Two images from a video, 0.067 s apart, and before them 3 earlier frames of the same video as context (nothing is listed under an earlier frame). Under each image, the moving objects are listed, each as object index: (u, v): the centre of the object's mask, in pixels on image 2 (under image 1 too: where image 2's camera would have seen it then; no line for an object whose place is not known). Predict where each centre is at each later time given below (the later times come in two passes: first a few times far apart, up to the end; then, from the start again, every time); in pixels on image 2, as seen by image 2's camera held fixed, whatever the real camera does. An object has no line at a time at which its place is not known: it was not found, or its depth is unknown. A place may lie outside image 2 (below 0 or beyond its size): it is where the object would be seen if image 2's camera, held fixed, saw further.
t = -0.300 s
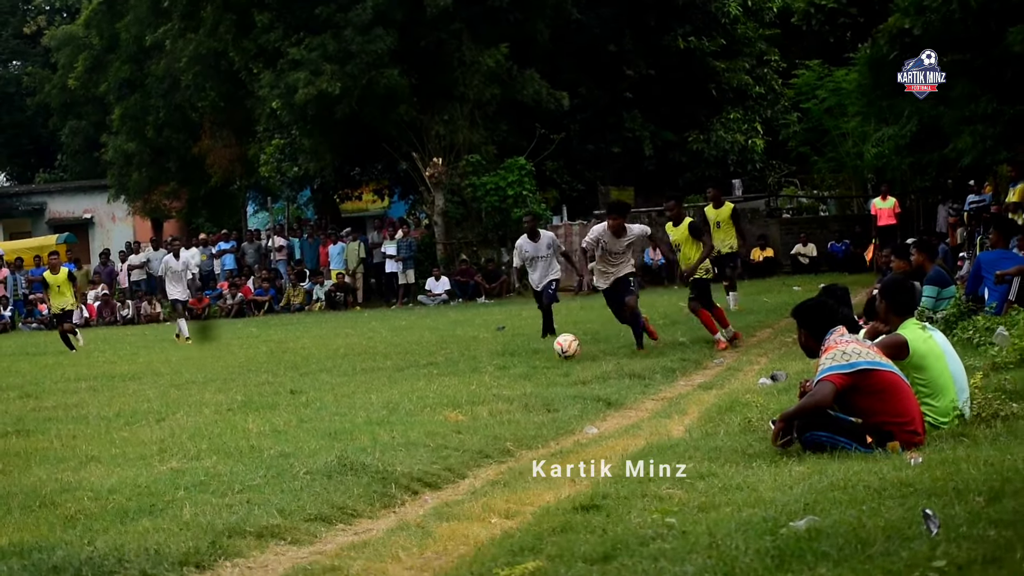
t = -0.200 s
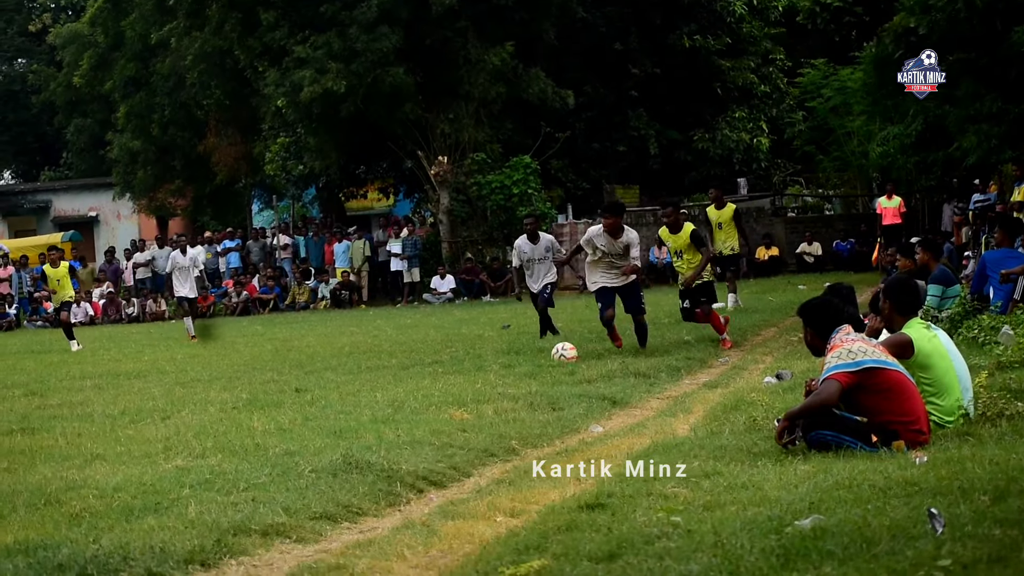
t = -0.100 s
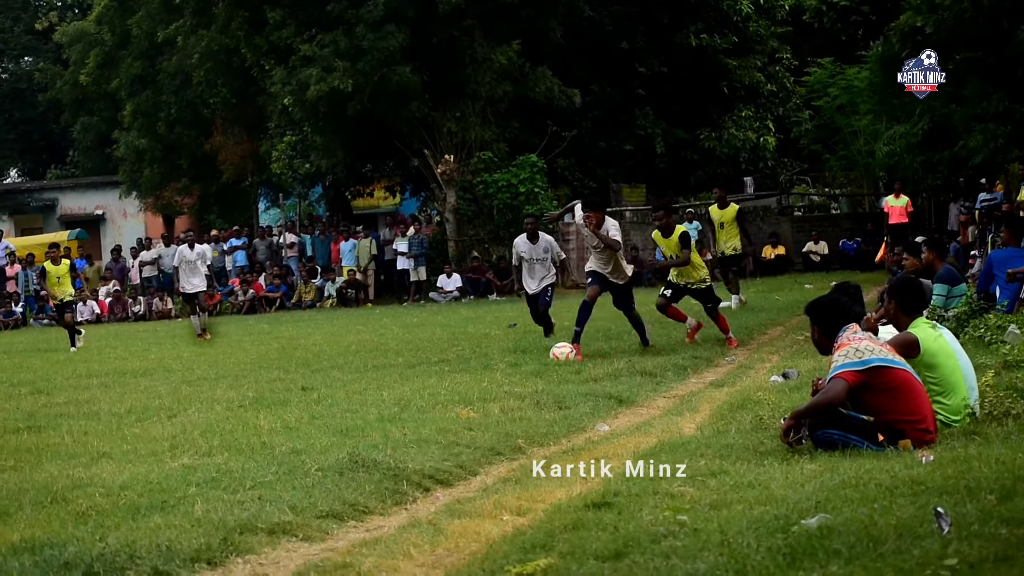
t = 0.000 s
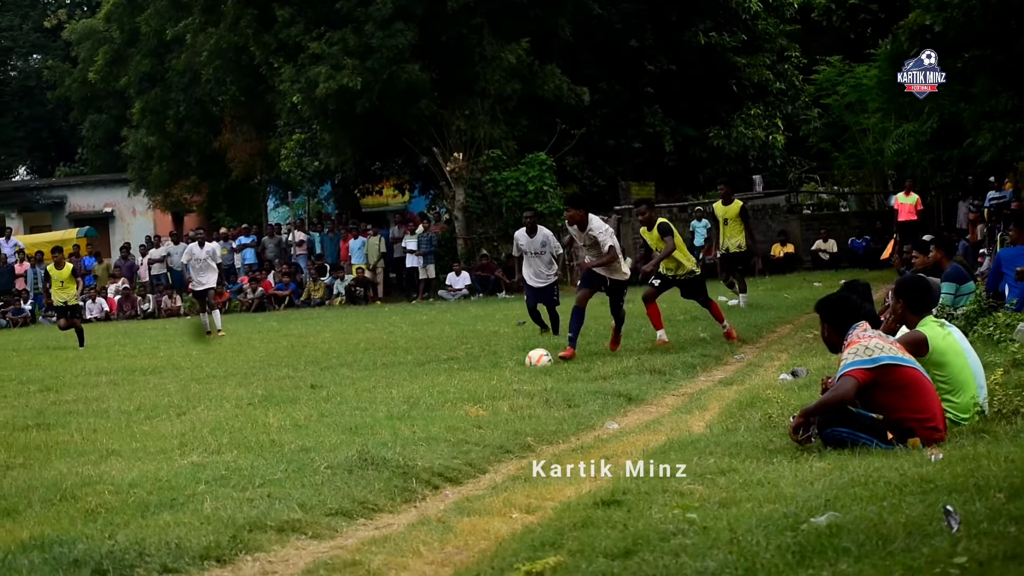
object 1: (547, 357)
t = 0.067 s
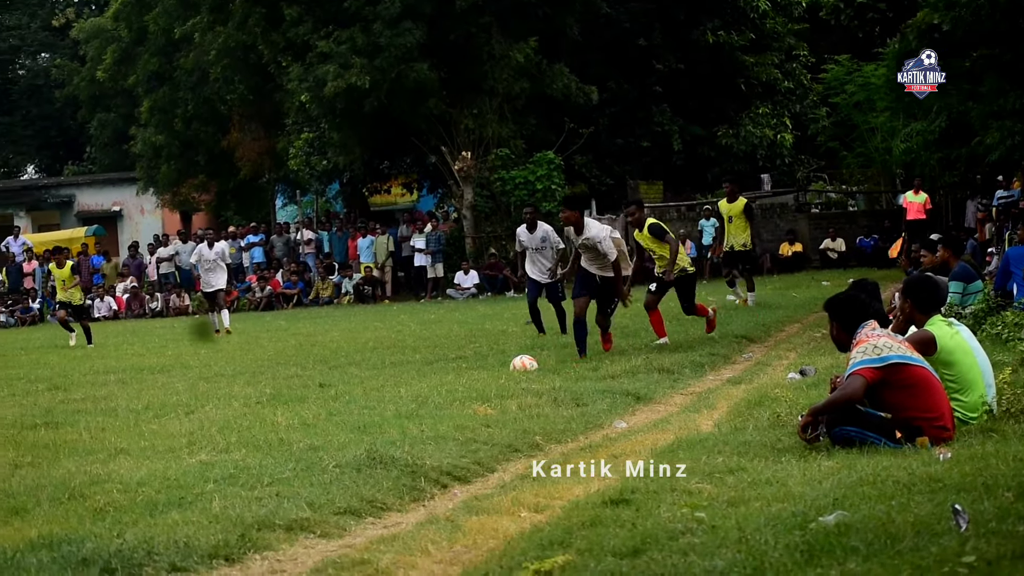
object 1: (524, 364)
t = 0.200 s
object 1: (488, 366)
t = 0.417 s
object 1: (440, 375)
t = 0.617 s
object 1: (404, 380)
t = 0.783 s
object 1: (379, 386)
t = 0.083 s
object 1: (519, 364)
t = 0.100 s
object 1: (514, 365)
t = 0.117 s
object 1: (509, 365)
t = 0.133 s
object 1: (505, 365)
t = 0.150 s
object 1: (500, 365)
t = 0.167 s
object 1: (496, 365)
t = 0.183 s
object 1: (492, 366)
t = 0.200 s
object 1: (488, 366)
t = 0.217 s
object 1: (484, 365)
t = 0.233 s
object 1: (480, 366)
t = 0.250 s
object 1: (476, 367)
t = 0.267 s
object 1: (472, 368)
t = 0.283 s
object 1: (469, 368)
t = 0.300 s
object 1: (465, 369)
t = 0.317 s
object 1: (461, 369)
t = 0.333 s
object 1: (457, 370)
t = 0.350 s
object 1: (454, 371)
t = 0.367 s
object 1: (450, 372)
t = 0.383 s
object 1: (447, 373)
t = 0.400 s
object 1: (443, 374)
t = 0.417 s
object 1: (440, 375)
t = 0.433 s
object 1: (436, 376)
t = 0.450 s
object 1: (433, 377)
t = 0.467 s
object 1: (429, 378)
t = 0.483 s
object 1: (426, 378)
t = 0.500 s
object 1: (424, 379)
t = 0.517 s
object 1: (421, 379)
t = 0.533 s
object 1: (418, 380)
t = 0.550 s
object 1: (414, 380)
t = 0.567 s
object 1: (412, 380)
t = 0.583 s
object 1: (410, 381)
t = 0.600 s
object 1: (407, 381)
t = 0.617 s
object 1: (404, 380)
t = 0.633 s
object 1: (401, 380)
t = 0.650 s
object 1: (399, 381)
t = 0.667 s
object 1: (397, 381)
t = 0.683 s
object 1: (394, 382)
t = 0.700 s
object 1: (392, 382)
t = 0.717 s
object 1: (390, 383)
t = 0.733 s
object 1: (386, 383)
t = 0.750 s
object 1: (384, 384)
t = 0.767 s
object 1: (381, 385)
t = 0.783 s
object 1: (379, 386)
